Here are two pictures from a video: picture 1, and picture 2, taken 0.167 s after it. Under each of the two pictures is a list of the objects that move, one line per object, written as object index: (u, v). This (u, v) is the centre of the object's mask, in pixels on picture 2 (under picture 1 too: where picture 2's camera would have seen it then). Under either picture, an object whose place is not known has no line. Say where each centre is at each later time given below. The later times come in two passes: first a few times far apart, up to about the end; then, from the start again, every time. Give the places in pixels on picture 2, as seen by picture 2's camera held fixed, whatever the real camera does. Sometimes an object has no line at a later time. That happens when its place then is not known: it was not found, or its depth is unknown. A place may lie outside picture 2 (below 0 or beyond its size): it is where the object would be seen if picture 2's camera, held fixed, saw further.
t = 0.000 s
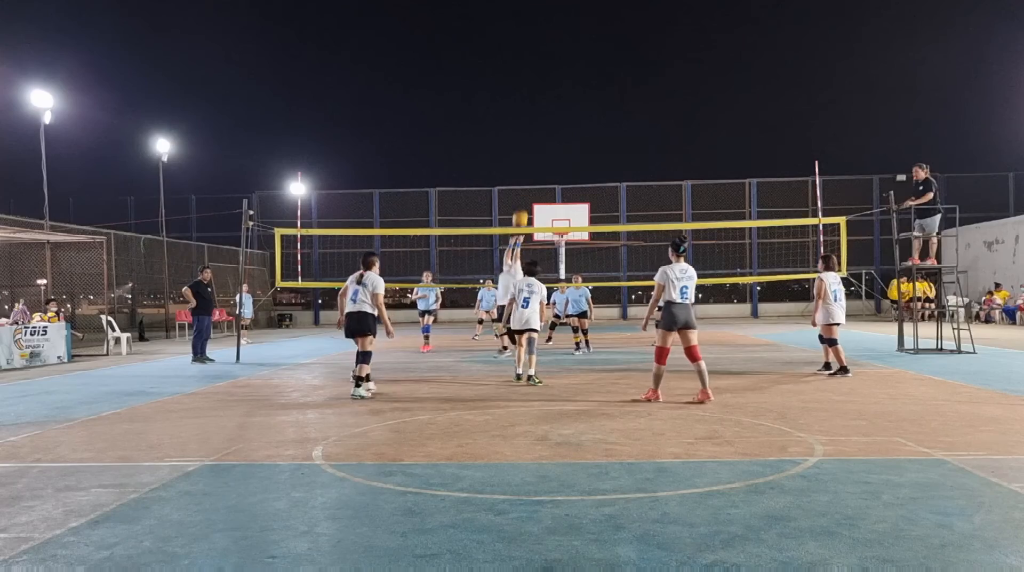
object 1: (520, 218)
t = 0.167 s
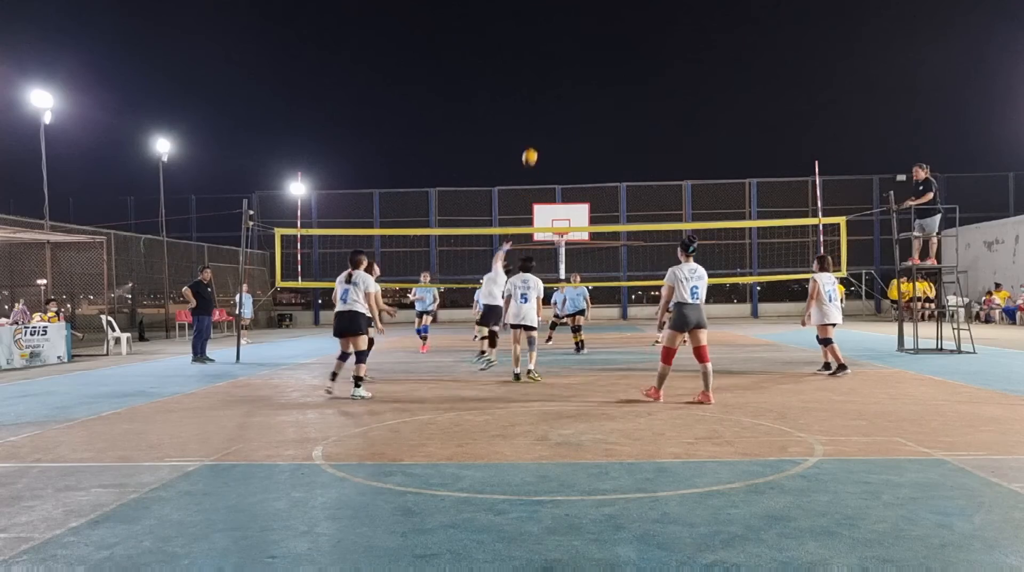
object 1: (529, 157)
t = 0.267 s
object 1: (535, 129)
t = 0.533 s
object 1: (549, 91)
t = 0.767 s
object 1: (561, 94)
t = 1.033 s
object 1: (574, 137)
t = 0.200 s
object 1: (531, 147)
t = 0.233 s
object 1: (533, 137)
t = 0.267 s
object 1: (535, 129)
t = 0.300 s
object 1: (537, 121)
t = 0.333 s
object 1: (539, 115)
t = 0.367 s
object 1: (541, 109)
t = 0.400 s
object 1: (542, 103)
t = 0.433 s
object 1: (544, 99)
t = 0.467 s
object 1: (546, 96)
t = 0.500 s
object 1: (547, 93)
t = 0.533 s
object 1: (549, 91)
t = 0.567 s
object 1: (551, 89)
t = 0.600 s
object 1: (553, 88)
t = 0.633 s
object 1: (554, 88)
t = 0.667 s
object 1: (556, 88)
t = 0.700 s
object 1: (558, 90)
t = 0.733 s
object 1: (560, 91)
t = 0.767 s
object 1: (561, 94)
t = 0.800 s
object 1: (563, 97)
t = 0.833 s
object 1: (565, 101)
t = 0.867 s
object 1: (566, 105)
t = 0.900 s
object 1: (568, 110)
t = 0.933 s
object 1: (570, 116)
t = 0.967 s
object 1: (571, 122)
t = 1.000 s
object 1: (573, 130)
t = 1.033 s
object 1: (574, 137)
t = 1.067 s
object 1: (576, 145)
